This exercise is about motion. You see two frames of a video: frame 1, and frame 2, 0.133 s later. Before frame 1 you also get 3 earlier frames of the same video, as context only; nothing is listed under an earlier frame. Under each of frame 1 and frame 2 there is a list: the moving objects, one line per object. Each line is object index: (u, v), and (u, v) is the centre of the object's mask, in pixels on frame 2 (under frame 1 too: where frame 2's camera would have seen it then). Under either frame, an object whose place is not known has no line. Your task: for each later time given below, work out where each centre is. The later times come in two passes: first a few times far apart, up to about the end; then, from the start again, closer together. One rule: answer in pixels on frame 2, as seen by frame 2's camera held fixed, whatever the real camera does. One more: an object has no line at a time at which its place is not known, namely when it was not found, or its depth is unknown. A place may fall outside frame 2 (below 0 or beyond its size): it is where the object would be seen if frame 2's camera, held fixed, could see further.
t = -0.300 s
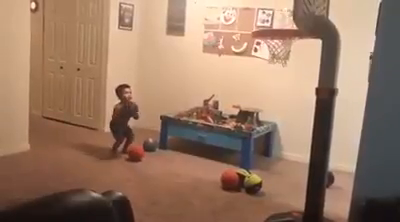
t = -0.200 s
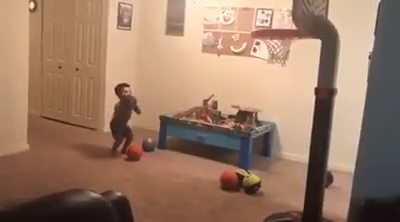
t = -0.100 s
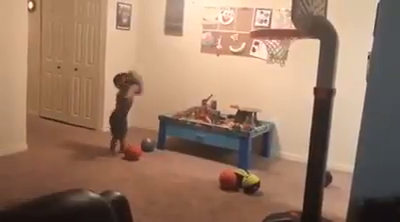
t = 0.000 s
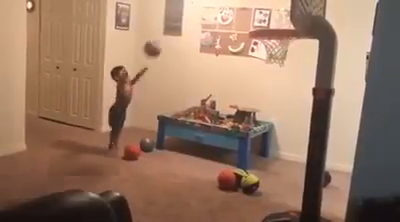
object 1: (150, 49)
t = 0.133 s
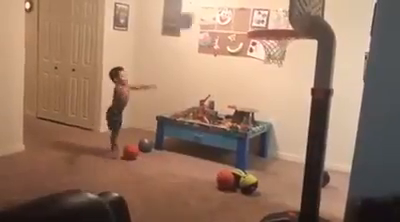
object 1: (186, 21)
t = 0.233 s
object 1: (212, 7)
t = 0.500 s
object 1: (289, 22)
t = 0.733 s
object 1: (279, 13)
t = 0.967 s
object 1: (263, 20)
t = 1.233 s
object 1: (276, 47)
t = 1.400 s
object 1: (281, 55)
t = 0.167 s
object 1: (194, 15)
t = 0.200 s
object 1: (202, 10)
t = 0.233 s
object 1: (212, 7)
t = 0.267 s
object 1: (223, 7)
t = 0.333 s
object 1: (244, 6)
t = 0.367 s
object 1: (255, 7)
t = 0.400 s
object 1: (267, 10)
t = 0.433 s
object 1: (278, 14)
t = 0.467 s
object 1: (286, 20)
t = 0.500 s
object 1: (289, 22)
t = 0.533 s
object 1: (288, 15)
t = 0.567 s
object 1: (287, 10)
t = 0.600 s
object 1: (287, 9)
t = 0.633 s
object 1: (286, 8)
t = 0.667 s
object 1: (284, 8)
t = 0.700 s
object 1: (282, 10)
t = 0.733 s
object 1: (279, 13)
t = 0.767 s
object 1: (275, 18)
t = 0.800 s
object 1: (273, 18)
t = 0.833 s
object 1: (271, 17)
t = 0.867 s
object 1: (269, 18)
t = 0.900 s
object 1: (267, 19)
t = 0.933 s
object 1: (265, 20)
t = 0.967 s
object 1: (263, 20)
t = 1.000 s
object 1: (262, 22)
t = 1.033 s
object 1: (261, 23)
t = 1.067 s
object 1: (261, 25)
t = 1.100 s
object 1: (262, 32)
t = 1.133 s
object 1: (264, 36)
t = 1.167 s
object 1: (267, 44)
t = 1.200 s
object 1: (272, 46)
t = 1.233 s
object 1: (276, 47)
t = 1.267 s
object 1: (280, 47)
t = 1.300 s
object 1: (282, 49)
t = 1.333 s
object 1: (282, 50)
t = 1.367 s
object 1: (282, 53)
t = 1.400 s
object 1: (281, 55)
